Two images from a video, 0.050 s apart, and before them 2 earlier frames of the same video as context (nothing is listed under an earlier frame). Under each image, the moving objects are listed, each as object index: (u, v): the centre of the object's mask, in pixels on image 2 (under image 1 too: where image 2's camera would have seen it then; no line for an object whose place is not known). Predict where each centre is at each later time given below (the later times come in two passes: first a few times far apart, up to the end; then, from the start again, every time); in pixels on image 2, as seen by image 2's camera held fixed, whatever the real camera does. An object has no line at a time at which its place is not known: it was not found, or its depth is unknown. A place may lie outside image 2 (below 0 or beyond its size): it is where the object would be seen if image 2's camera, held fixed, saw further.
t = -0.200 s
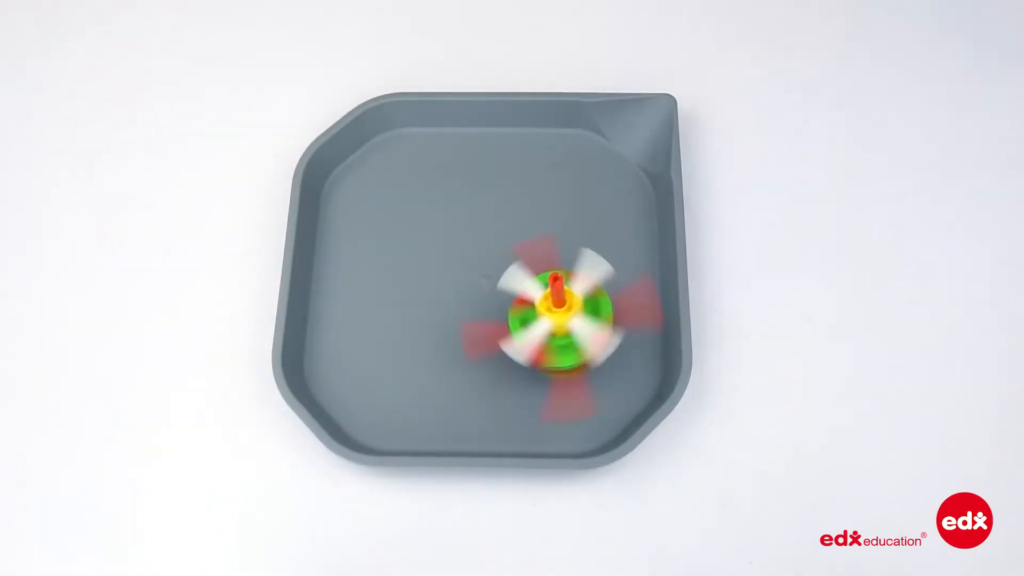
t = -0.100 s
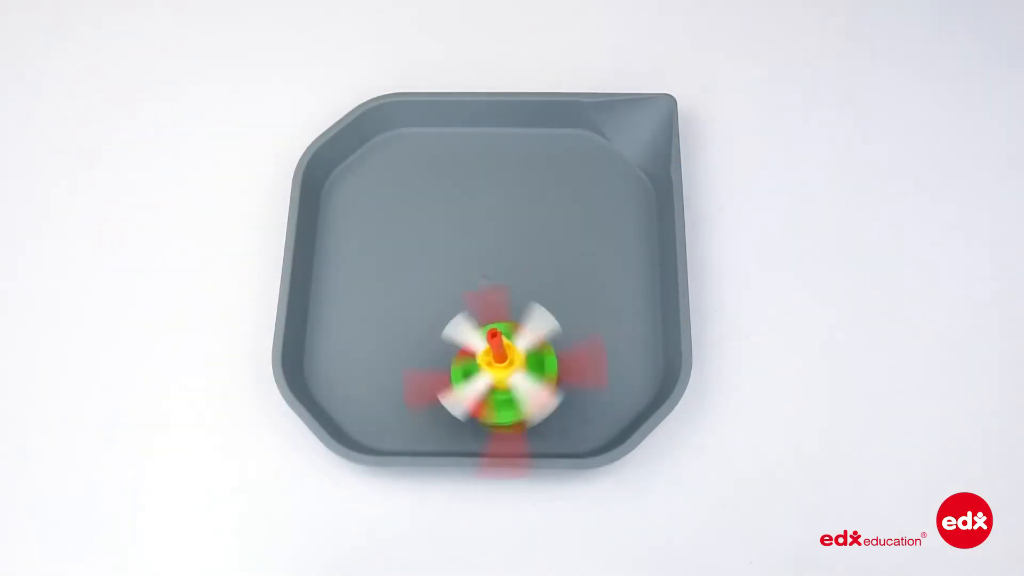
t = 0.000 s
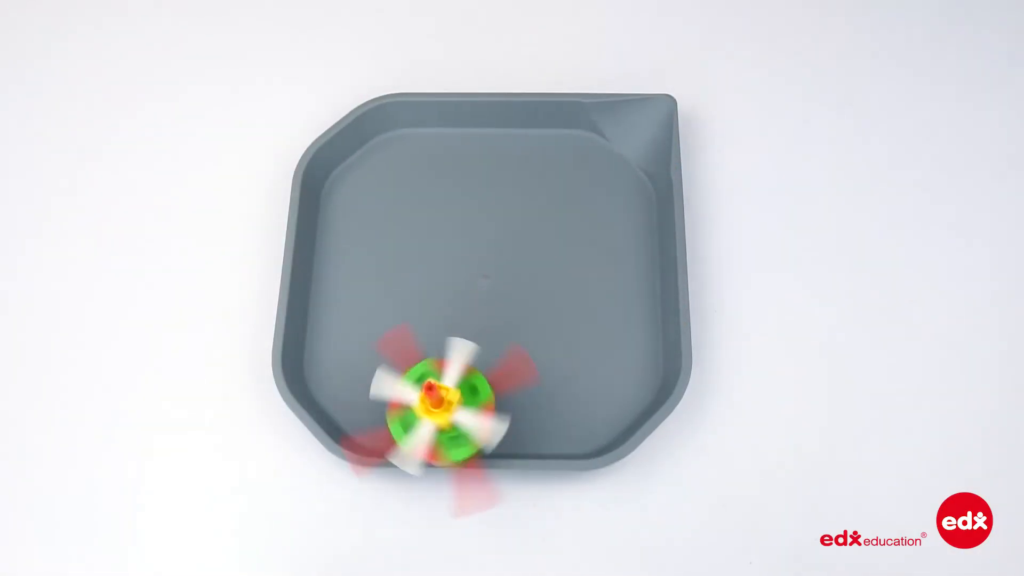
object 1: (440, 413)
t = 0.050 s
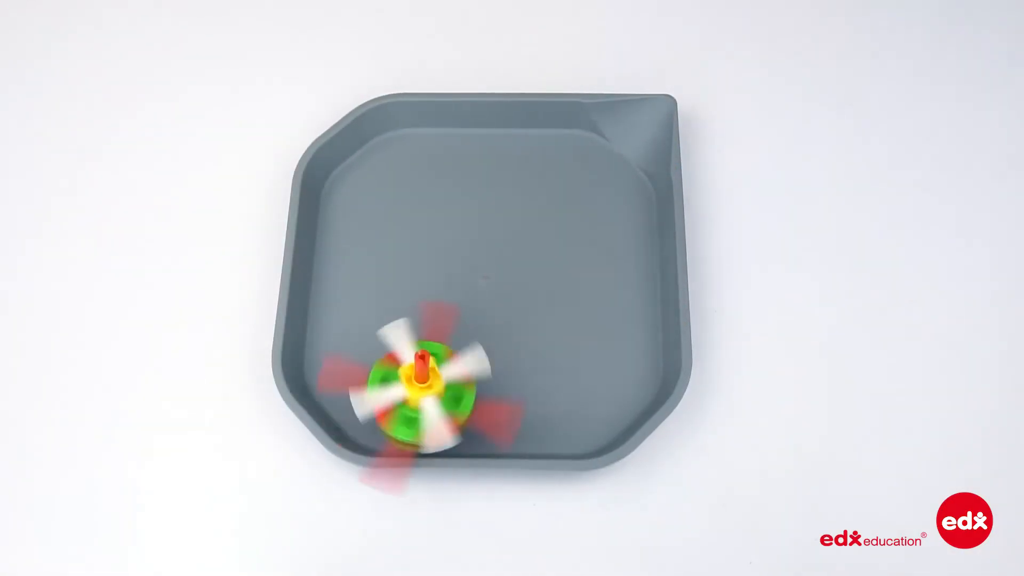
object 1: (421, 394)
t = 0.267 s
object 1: (329, 344)
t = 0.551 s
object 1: (389, 308)
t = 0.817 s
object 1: (465, 320)
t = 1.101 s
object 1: (503, 383)
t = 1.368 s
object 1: (540, 357)
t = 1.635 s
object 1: (572, 336)
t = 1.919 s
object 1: (573, 371)
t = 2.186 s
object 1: (569, 324)
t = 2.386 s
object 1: (563, 307)
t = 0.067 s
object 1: (416, 388)
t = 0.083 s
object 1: (408, 384)
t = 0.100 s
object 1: (400, 379)
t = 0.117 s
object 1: (393, 373)
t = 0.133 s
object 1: (384, 368)
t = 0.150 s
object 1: (377, 363)
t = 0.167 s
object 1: (369, 359)
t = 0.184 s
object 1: (363, 356)
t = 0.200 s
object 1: (354, 354)
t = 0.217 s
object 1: (347, 350)
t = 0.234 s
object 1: (340, 349)
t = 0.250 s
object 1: (333, 347)
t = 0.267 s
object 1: (329, 344)
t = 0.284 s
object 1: (333, 341)
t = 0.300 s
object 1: (335, 340)
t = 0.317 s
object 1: (338, 337)
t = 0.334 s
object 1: (340, 335)
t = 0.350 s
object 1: (342, 333)
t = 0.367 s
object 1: (345, 330)
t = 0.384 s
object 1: (348, 329)
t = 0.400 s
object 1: (350, 327)
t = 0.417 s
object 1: (353, 325)
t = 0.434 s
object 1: (357, 320)
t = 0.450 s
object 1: (361, 318)
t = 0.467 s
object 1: (364, 316)
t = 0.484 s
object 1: (366, 314)
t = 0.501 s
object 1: (370, 312)
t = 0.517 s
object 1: (376, 311)
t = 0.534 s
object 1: (383, 310)
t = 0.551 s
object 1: (389, 308)
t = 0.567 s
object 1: (394, 307)
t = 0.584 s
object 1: (401, 307)
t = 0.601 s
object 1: (406, 306)
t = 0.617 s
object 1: (411, 306)
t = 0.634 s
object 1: (415, 306)
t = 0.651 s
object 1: (421, 306)
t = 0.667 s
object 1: (426, 306)
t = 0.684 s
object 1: (431, 307)
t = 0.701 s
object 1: (435, 307)
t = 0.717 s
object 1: (439, 309)
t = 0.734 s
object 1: (445, 310)
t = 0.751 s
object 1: (449, 311)
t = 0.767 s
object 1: (453, 313)
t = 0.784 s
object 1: (457, 315)
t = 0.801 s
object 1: (461, 316)
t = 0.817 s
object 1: (465, 320)
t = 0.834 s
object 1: (468, 323)
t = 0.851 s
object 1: (471, 326)
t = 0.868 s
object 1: (474, 329)
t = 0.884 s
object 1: (478, 332)
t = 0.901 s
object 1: (480, 336)
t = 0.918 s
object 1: (483, 340)
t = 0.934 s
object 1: (485, 344)
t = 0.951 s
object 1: (487, 348)
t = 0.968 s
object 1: (489, 353)
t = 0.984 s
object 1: (491, 358)
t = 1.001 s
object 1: (491, 363)
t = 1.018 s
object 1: (493, 367)
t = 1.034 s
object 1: (494, 371)
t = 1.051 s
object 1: (496, 375)
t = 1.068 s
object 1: (498, 379)
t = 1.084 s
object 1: (500, 382)
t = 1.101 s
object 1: (503, 383)
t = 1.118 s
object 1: (504, 386)
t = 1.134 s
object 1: (507, 389)
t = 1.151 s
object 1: (510, 392)
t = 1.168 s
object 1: (513, 395)
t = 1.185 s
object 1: (516, 397)
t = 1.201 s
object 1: (518, 400)
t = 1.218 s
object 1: (523, 395)
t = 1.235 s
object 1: (527, 391)
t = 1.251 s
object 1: (529, 384)
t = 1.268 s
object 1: (531, 380)
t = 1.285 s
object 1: (534, 377)
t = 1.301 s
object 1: (536, 372)
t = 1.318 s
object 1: (537, 368)
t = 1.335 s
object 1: (538, 365)
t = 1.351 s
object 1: (539, 361)
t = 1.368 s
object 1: (540, 357)
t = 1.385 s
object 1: (542, 354)
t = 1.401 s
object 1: (543, 351)
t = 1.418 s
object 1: (544, 348)
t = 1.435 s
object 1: (545, 346)
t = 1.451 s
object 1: (547, 343)
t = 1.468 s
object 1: (549, 340)
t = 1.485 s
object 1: (551, 338)
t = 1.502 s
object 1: (553, 336)
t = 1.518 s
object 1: (555, 335)
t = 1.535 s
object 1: (556, 334)
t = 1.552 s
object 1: (559, 333)
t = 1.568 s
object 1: (560, 333)
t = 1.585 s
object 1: (564, 332)
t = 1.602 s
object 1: (566, 334)
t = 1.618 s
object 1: (570, 336)
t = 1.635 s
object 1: (572, 336)
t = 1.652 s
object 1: (574, 337)
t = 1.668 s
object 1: (576, 339)
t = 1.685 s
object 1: (579, 341)
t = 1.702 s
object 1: (581, 344)
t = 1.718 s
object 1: (584, 347)
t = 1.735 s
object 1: (585, 349)
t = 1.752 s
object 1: (586, 352)
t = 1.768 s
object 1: (587, 355)
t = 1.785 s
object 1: (586, 357)
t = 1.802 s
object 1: (587, 360)
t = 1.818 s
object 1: (585, 363)
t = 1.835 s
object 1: (584, 366)
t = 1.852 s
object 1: (583, 367)
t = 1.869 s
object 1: (580, 368)
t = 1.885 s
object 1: (578, 370)
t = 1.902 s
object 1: (576, 370)
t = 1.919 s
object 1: (573, 371)
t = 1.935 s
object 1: (570, 370)
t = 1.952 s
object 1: (566, 369)
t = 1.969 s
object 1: (562, 366)
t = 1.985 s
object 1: (558, 363)
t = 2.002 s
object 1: (556, 360)
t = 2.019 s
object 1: (555, 356)
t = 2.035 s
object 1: (557, 351)
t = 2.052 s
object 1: (560, 344)
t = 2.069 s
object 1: (563, 336)
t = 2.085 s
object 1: (565, 332)
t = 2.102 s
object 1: (566, 331)
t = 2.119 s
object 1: (566, 331)
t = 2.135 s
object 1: (567, 332)
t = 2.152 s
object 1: (568, 331)
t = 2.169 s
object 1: (568, 329)
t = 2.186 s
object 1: (569, 324)
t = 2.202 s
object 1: (567, 322)
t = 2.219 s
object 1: (566, 316)
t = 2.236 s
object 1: (570, 314)
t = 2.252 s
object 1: (571, 314)
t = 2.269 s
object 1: (572, 314)
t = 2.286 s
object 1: (572, 315)
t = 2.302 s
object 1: (571, 316)
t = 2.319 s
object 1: (568, 315)
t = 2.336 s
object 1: (566, 314)
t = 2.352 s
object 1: (564, 311)
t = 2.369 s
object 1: (563, 309)
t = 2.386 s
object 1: (563, 307)
